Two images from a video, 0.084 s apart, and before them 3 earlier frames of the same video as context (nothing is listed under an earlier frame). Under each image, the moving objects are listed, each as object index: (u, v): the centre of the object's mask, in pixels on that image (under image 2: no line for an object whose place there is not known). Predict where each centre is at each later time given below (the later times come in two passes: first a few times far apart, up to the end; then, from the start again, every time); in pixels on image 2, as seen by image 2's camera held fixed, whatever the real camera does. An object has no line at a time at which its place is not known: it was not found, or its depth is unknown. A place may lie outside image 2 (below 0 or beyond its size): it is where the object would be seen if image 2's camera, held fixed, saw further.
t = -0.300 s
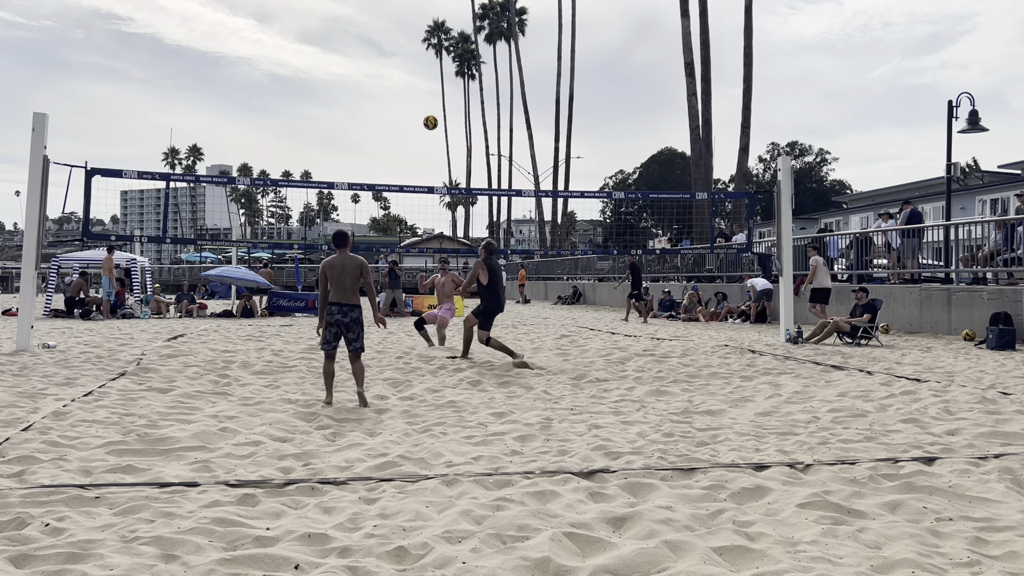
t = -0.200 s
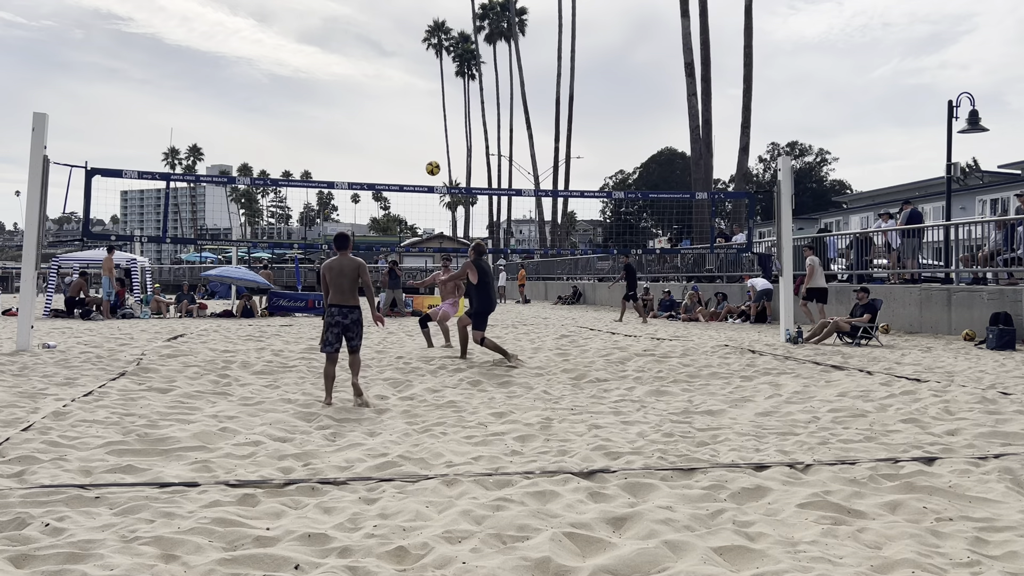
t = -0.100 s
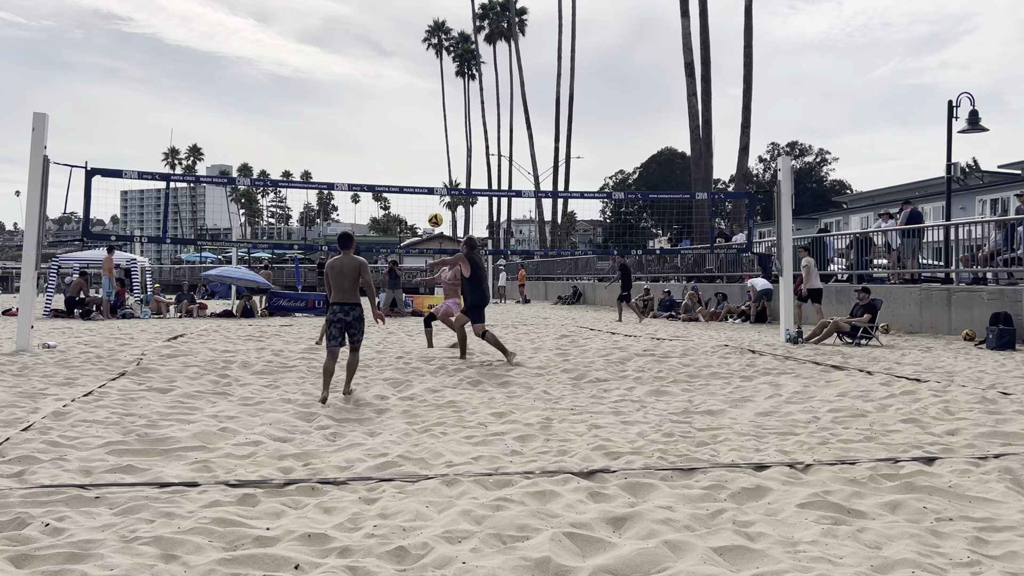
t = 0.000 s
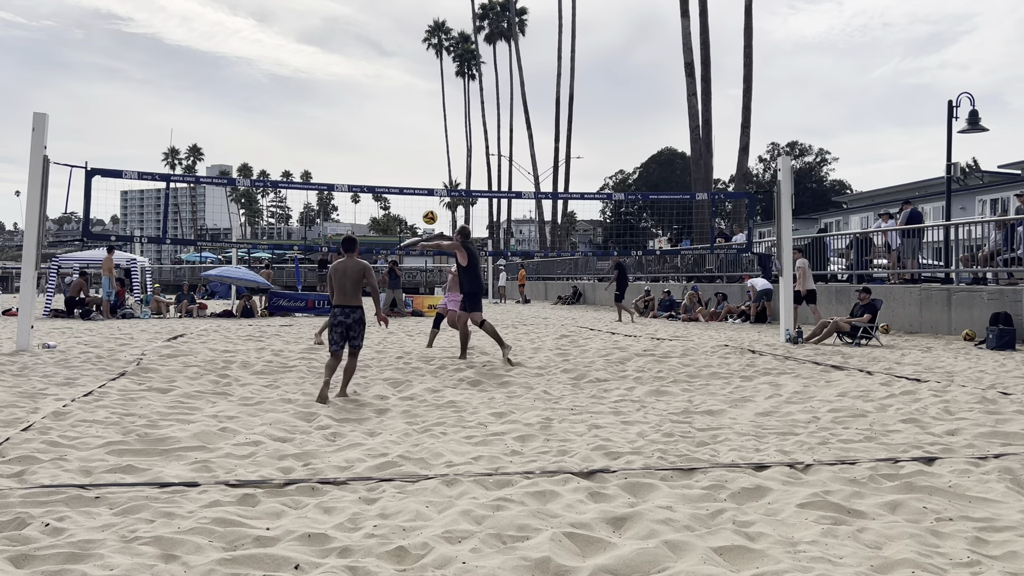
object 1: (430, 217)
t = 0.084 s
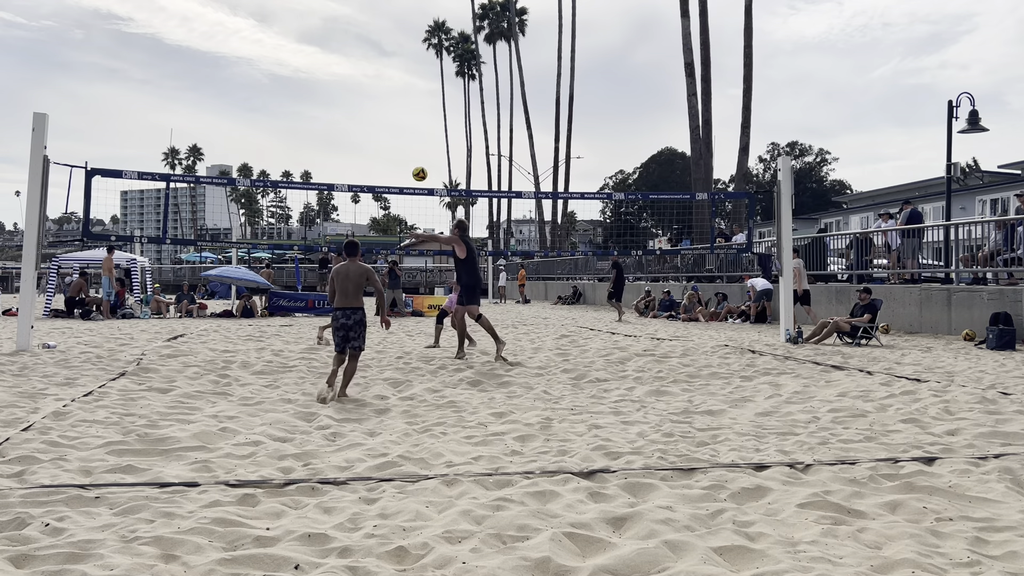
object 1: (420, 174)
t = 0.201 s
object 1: (406, 121)
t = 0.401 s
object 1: (380, 52)
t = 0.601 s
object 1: (354, 13)
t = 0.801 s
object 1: (327, 6)
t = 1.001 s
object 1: (300, 26)
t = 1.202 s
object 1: (273, 80)
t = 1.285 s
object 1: (262, 112)
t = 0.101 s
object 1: (418, 166)
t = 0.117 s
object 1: (416, 158)
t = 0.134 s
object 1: (414, 150)
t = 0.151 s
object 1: (412, 142)
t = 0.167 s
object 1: (410, 135)
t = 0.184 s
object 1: (408, 128)
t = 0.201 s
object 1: (406, 121)
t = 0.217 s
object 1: (403, 114)
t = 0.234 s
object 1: (401, 107)
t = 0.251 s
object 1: (399, 101)
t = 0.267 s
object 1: (397, 94)
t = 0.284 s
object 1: (395, 88)
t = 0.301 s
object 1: (393, 82)
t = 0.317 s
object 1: (391, 77)
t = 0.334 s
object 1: (389, 71)
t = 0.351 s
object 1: (387, 66)
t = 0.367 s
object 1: (384, 61)
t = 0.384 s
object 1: (382, 56)
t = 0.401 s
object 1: (380, 52)
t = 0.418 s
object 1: (378, 47)
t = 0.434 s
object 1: (376, 43)
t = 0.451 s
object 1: (373, 39)
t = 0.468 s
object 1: (371, 35)
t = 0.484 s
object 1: (369, 32)
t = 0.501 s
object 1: (367, 28)
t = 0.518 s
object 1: (365, 25)
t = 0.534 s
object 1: (362, 22)
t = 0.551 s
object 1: (360, 20)
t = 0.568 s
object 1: (358, 17)
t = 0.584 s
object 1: (356, 15)
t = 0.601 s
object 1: (354, 13)
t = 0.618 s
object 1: (352, 11)
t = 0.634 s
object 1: (349, 9)
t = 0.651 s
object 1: (347, 8)
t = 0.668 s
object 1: (345, 7)
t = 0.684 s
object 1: (343, 6)
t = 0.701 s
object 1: (341, 6)
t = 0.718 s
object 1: (338, 6)
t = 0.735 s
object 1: (336, 5)
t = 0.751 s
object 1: (334, 5)
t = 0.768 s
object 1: (332, 5)
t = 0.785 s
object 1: (330, 5)
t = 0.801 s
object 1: (327, 6)
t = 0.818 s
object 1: (325, 6)
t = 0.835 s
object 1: (323, 7)
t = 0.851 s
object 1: (320, 7)
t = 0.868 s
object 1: (318, 8)
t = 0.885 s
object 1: (316, 9)
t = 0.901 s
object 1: (314, 11)
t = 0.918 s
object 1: (311, 13)
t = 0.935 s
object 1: (309, 15)
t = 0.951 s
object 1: (307, 18)
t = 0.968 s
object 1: (305, 20)
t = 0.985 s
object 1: (302, 23)
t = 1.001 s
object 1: (300, 26)
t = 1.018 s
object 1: (298, 30)
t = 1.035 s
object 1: (296, 33)
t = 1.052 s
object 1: (293, 37)
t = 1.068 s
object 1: (291, 41)
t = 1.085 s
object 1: (289, 45)
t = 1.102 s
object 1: (287, 49)
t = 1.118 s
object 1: (284, 54)
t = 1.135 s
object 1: (282, 59)
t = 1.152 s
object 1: (280, 64)
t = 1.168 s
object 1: (278, 69)
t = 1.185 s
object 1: (275, 74)
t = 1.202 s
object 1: (273, 80)
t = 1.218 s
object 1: (271, 86)
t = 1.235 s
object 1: (269, 92)
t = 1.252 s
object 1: (267, 99)
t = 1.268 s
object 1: (264, 105)
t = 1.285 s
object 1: (262, 112)
